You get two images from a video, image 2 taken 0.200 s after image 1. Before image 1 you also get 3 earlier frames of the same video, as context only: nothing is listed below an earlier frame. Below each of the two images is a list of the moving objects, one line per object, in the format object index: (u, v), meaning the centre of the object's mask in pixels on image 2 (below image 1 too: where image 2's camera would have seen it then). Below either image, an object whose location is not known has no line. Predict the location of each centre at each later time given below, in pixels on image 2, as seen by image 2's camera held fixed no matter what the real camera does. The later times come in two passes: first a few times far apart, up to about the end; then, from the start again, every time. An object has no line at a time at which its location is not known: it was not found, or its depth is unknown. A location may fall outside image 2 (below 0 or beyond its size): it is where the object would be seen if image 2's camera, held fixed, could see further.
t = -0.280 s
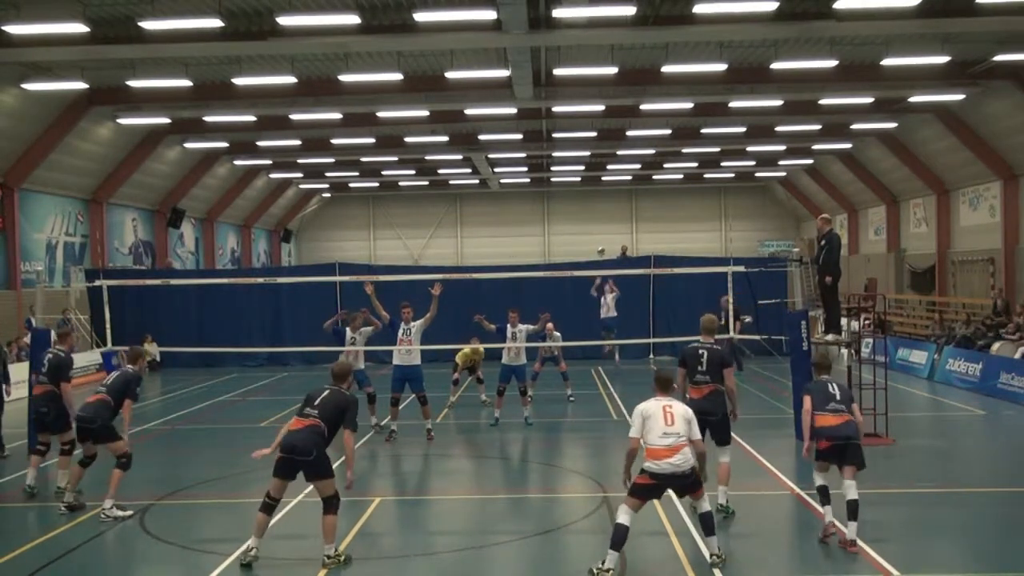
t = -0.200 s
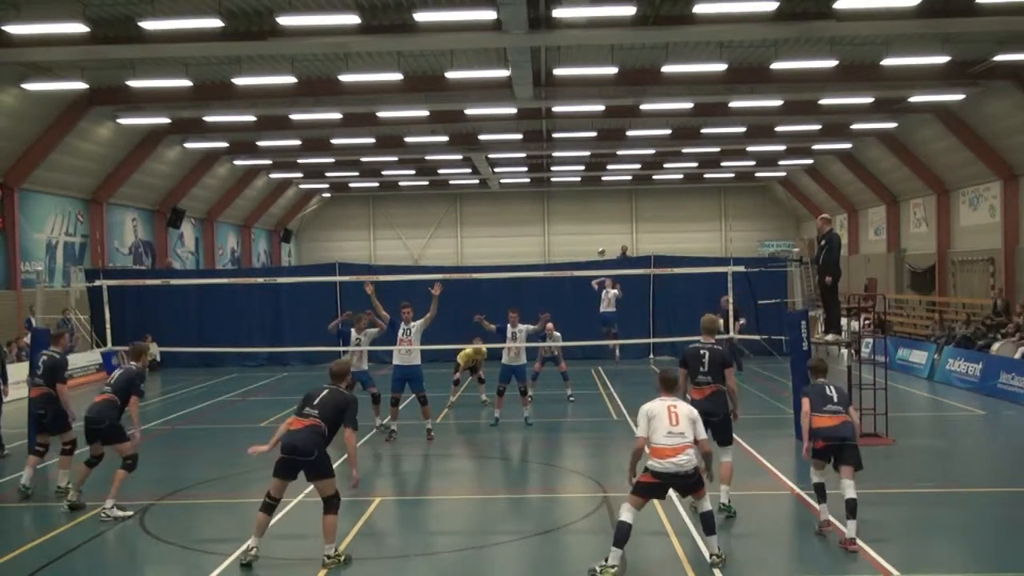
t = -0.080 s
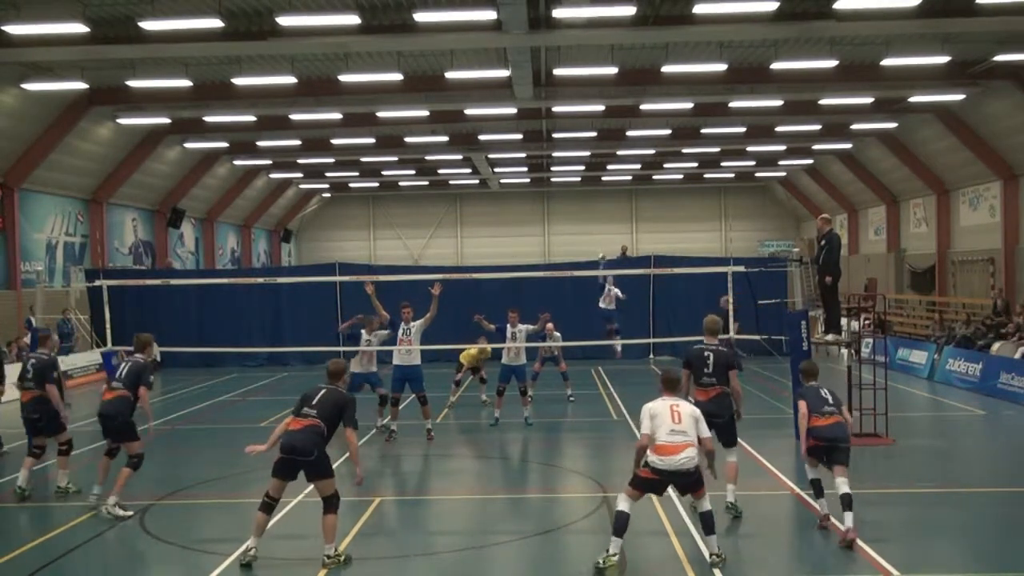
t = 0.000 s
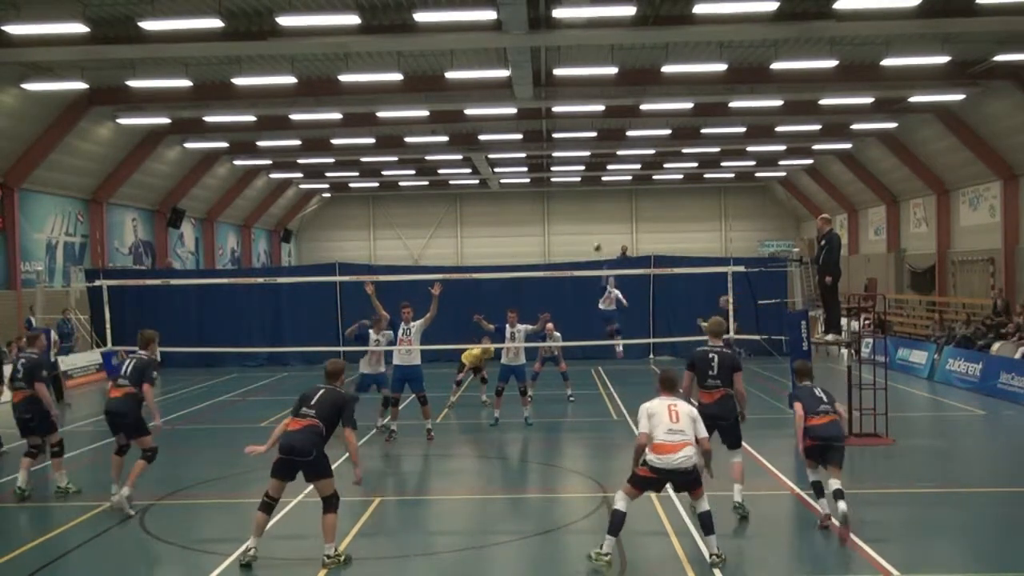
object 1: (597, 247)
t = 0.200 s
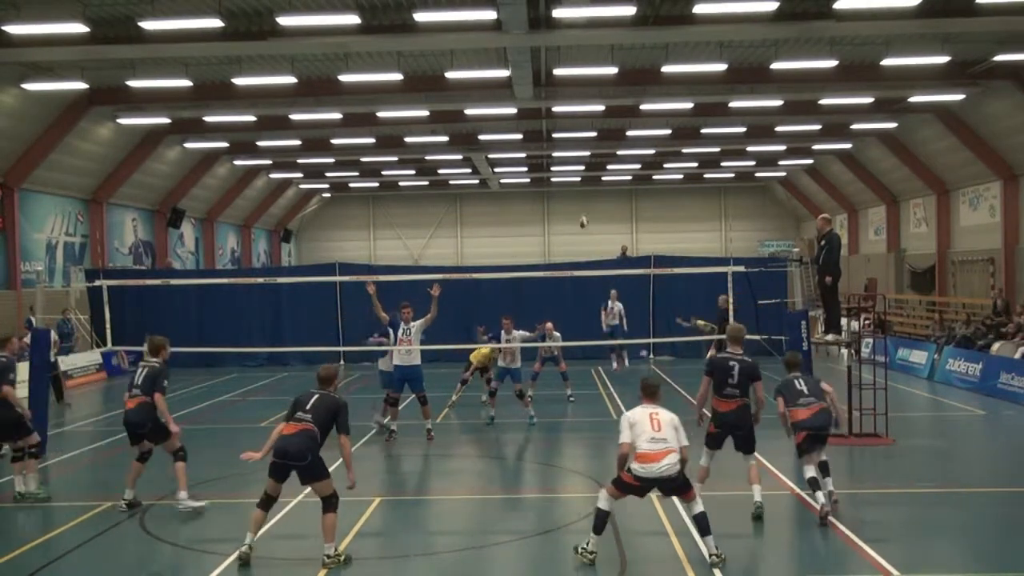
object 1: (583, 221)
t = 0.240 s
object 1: (580, 219)
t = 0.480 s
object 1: (559, 220)
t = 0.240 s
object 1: (580, 219)
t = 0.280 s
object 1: (576, 217)
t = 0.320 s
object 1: (573, 215)
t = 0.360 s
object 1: (570, 215)
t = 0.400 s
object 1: (567, 216)
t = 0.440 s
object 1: (563, 217)
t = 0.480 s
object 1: (559, 220)
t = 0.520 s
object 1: (555, 224)
